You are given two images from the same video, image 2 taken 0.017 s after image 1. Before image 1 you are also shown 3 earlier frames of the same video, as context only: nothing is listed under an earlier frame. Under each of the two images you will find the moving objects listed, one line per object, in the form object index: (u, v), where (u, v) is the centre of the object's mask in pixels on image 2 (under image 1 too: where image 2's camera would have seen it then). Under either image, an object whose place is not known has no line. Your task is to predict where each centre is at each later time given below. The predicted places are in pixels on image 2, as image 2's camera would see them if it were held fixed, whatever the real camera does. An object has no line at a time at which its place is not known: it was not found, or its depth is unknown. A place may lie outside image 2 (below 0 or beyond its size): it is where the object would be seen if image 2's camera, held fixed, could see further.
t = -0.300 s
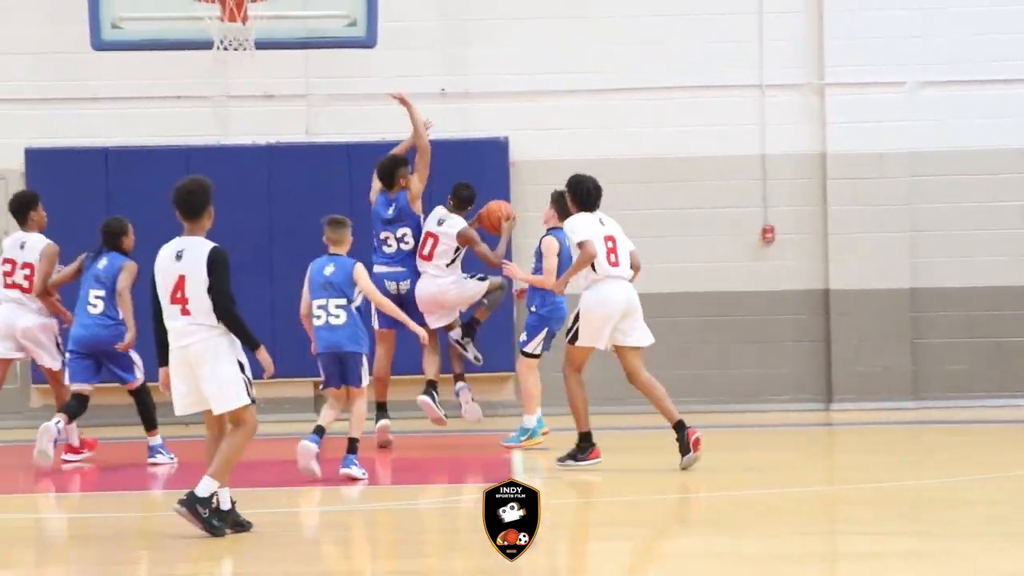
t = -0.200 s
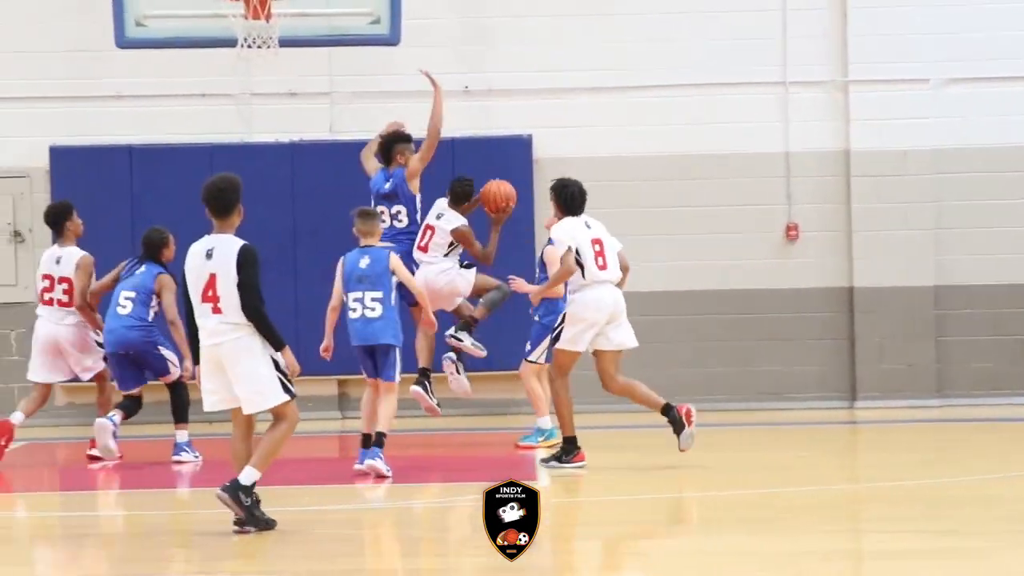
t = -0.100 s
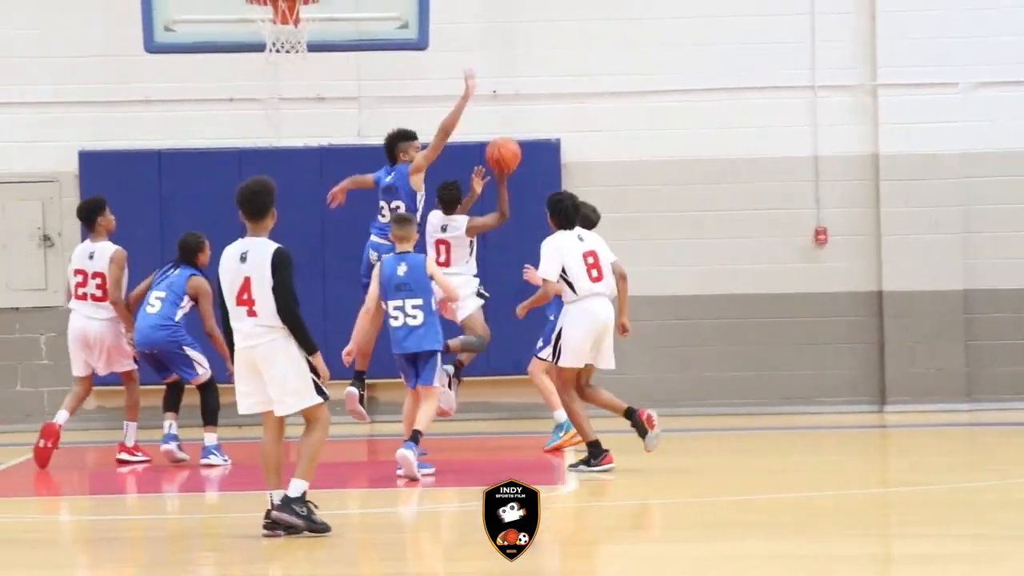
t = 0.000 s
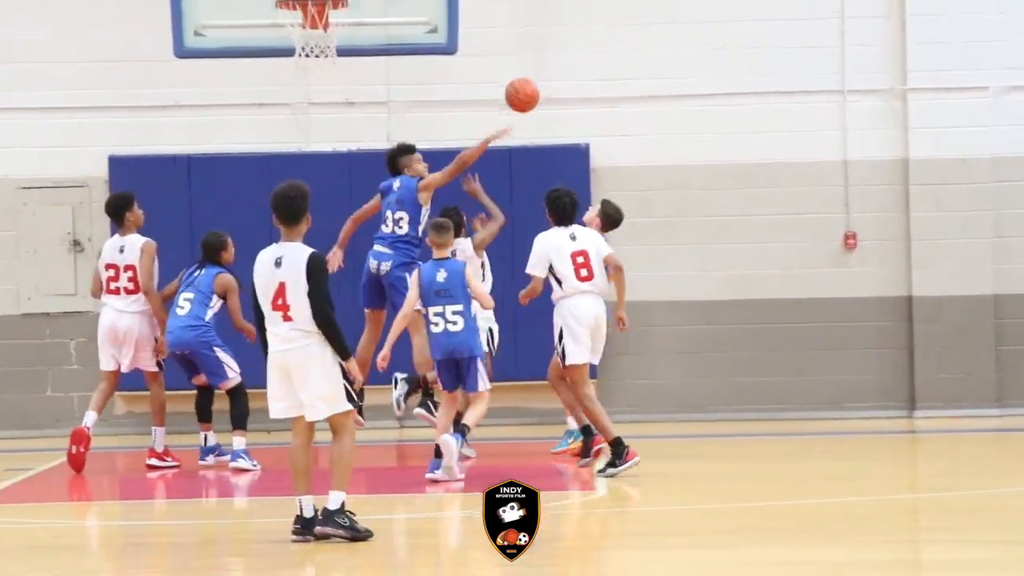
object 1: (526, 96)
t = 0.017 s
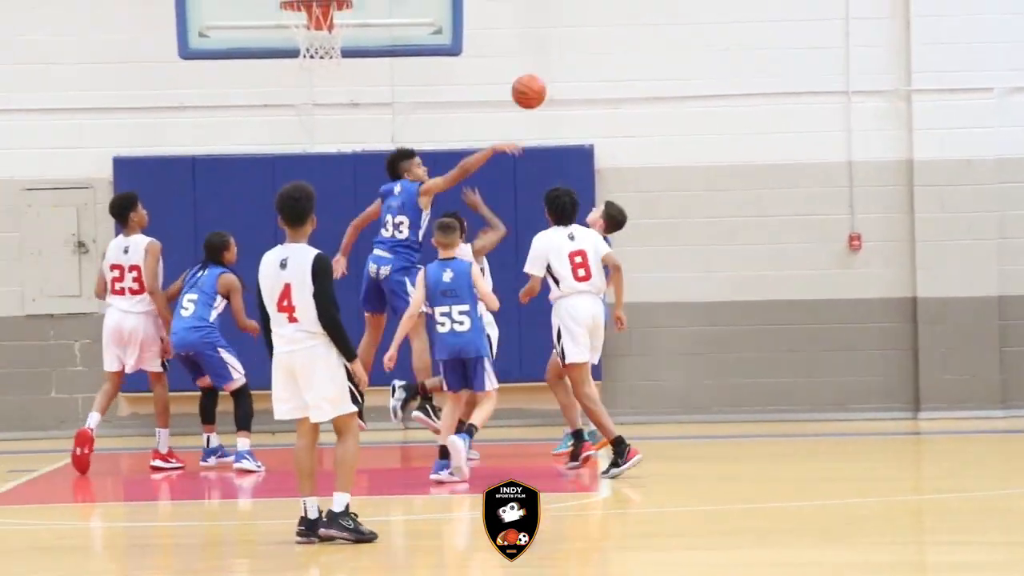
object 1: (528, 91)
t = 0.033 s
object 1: (531, 87)
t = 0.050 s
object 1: (534, 83)
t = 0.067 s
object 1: (536, 80)
